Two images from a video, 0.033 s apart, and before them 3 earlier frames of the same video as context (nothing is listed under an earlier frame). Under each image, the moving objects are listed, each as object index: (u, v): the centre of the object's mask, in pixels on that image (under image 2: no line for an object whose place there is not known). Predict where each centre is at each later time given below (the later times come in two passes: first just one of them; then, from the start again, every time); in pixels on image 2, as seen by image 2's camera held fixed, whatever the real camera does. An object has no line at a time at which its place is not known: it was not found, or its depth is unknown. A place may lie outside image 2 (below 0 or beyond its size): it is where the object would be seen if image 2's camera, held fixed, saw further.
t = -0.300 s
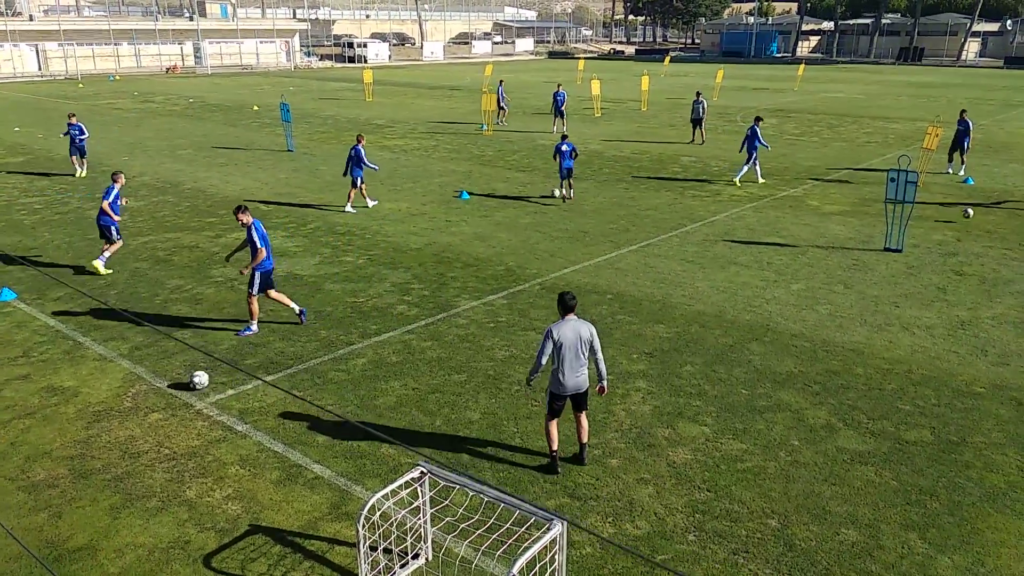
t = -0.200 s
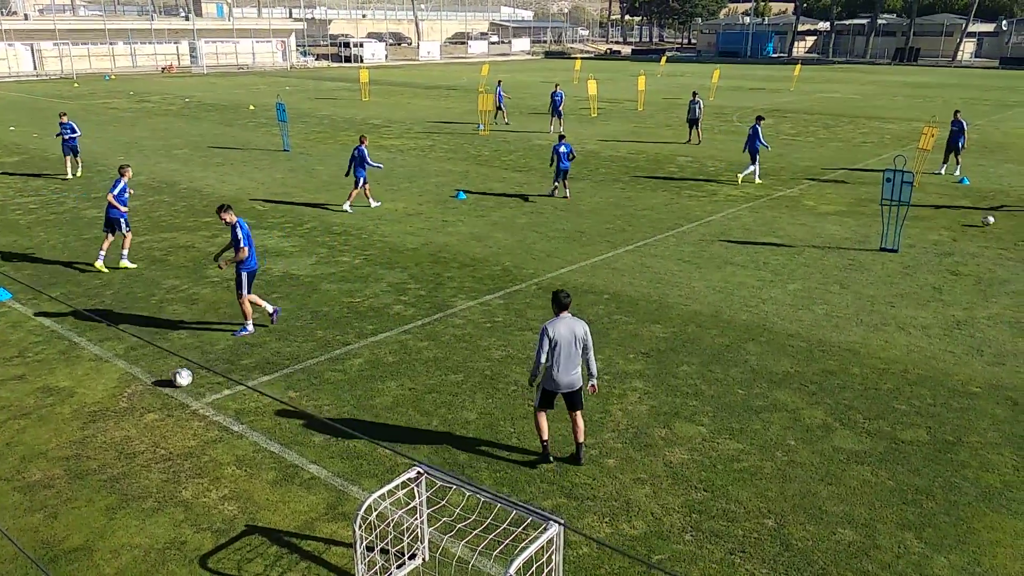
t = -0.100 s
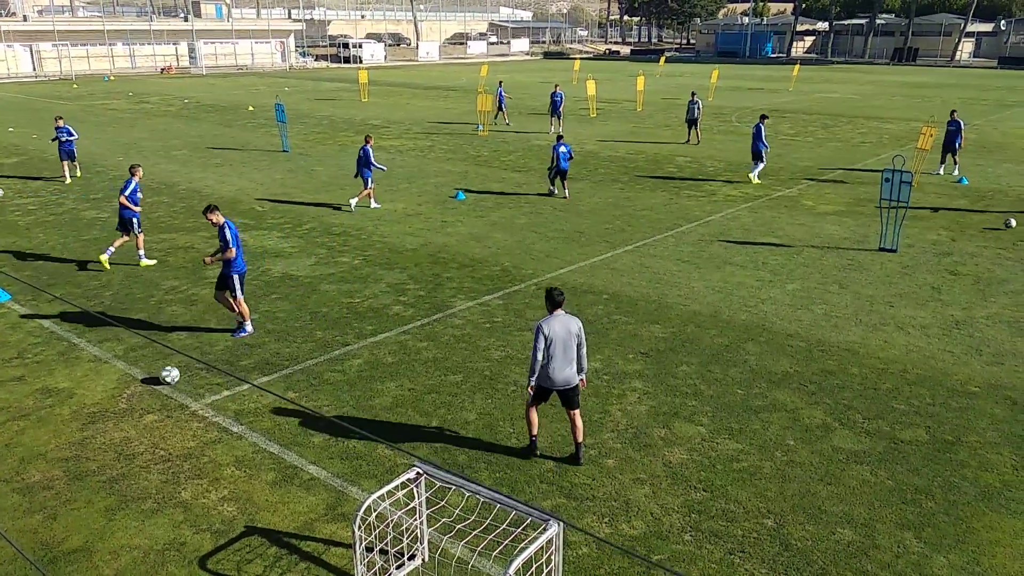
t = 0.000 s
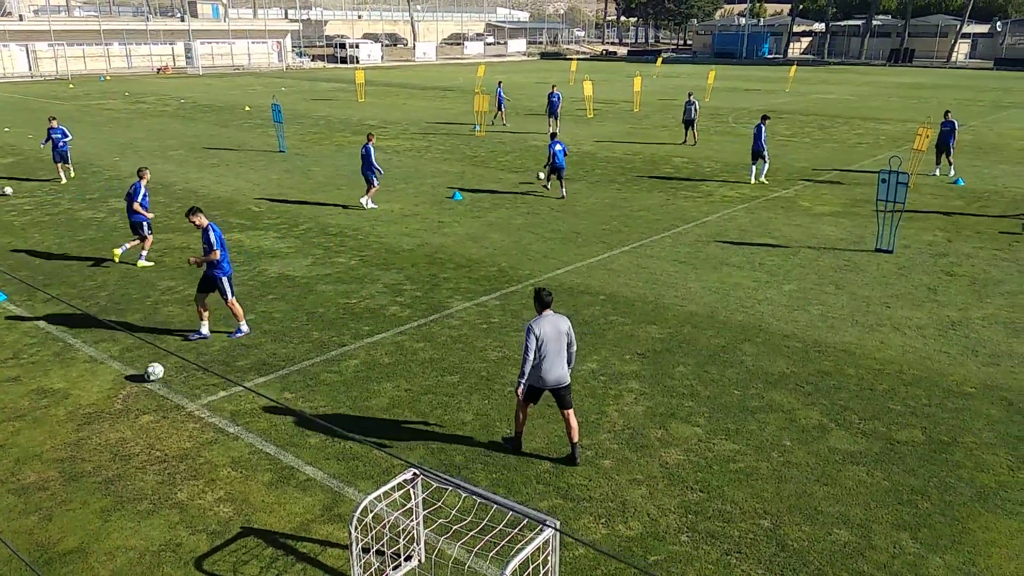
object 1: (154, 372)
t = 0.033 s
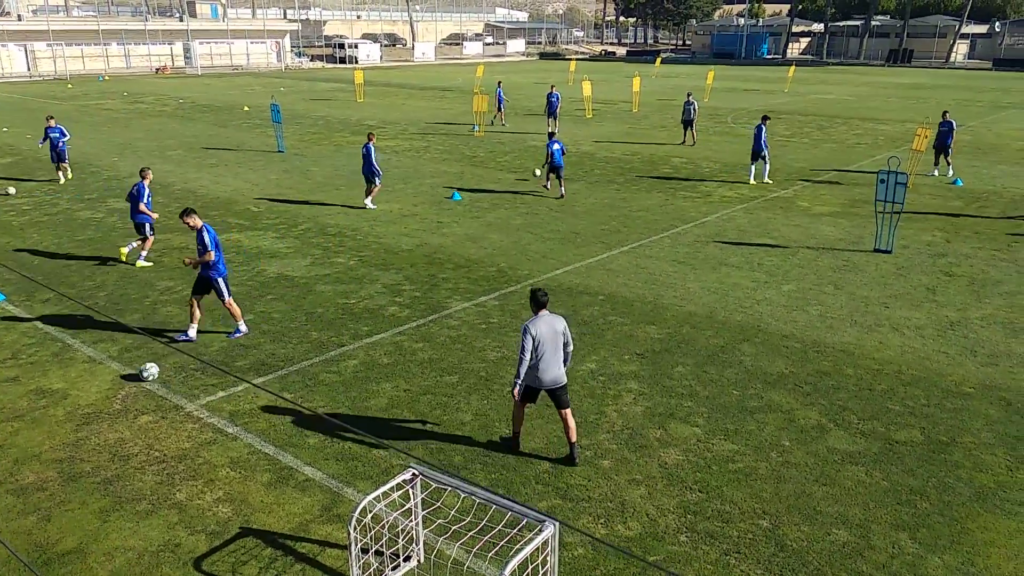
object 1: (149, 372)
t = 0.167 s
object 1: (135, 368)
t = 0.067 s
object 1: (146, 371)
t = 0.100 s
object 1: (142, 369)
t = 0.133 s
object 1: (138, 368)
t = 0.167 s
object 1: (135, 368)
